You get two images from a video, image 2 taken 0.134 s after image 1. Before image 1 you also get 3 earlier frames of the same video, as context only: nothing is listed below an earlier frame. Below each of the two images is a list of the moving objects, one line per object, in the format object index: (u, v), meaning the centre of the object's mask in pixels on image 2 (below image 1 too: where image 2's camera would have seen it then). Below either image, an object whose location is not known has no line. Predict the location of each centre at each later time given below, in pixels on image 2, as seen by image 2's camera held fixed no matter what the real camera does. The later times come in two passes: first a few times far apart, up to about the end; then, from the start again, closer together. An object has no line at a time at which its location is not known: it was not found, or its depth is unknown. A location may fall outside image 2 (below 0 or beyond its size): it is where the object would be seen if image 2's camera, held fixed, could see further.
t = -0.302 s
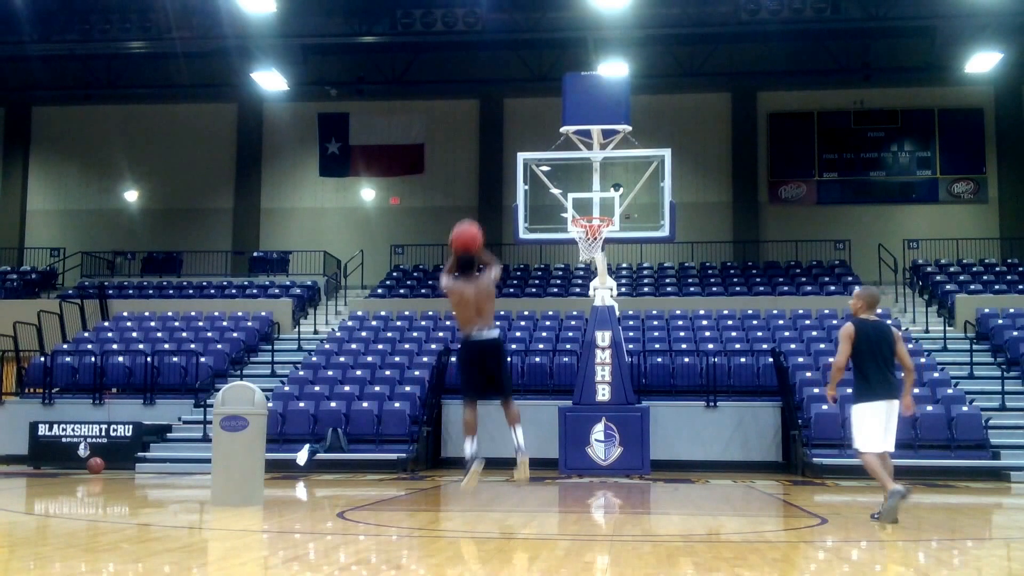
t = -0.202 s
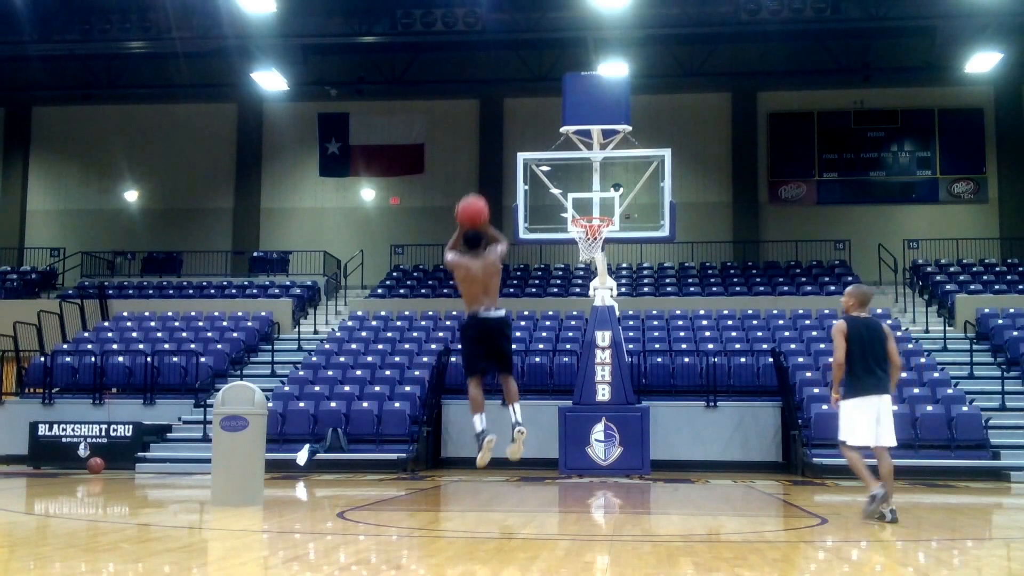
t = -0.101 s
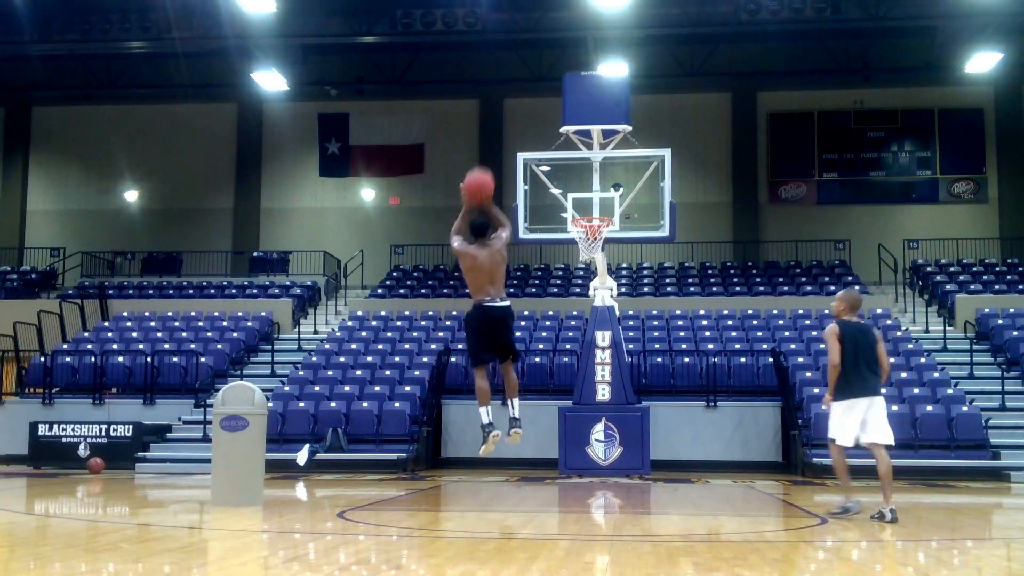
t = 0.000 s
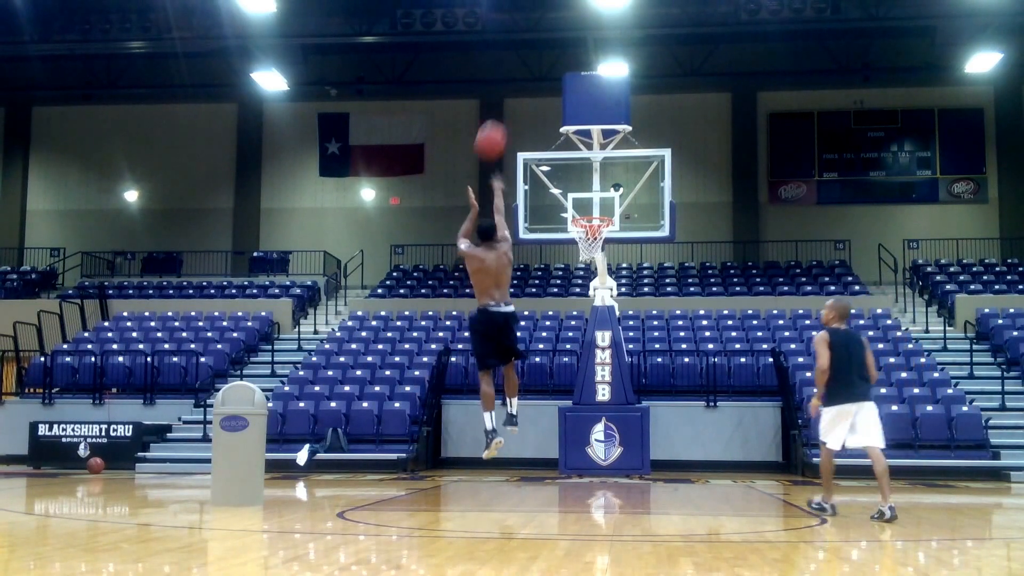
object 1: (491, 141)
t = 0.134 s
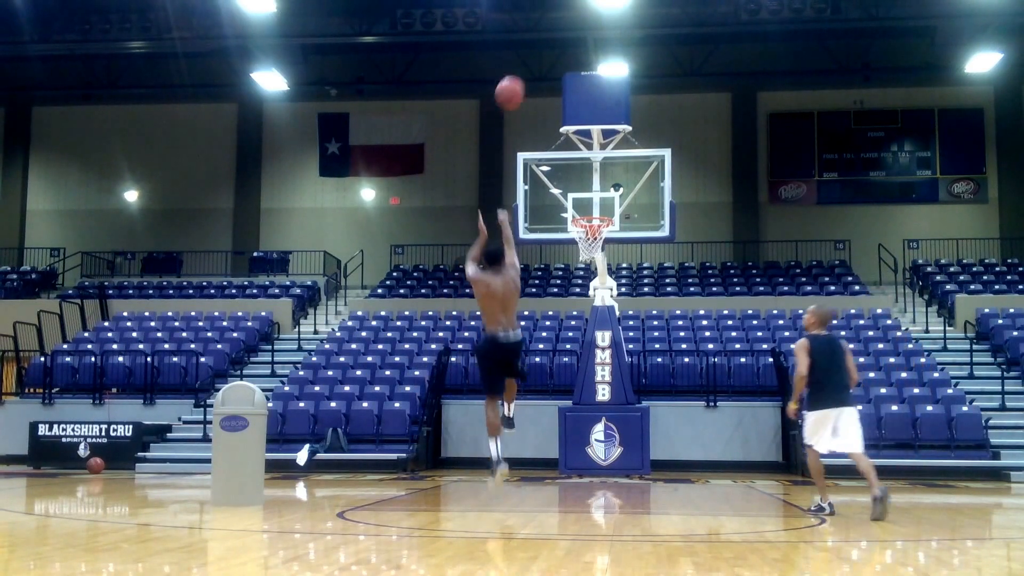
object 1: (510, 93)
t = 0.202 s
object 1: (519, 78)
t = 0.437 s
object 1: (546, 66)
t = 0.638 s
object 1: (566, 97)
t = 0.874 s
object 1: (584, 173)
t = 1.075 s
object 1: (598, 244)
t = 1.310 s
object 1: (600, 275)
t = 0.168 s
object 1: (514, 84)
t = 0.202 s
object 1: (519, 78)
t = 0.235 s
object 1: (523, 72)
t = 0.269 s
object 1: (527, 68)
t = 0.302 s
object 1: (531, 65)
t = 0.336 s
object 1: (535, 64)
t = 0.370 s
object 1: (539, 63)
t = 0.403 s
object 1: (543, 64)
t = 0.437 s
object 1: (546, 66)
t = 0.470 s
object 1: (550, 68)
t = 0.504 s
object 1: (553, 72)
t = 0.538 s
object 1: (557, 77)
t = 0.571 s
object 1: (559, 82)
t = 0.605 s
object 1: (563, 89)
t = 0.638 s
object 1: (566, 97)
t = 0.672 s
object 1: (569, 105)
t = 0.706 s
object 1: (572, 113)
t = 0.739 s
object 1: (575, 123)
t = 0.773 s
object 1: (578, 137)
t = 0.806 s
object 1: (580, 146)
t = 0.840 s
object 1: (583, 162)
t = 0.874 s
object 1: (584, 173)
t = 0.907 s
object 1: (588, 185)
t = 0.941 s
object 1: (590, 202)
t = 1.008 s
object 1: (592, 228)
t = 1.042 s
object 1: (600, 243)
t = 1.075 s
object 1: (598, 244)
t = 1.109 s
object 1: (599, 247)
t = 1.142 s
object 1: (599, 249)
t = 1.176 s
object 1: (599, 253)
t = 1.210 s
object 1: (599, 257)
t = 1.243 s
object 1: (599, 262)
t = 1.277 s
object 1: (599, 269)
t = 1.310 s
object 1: (600, 275)
